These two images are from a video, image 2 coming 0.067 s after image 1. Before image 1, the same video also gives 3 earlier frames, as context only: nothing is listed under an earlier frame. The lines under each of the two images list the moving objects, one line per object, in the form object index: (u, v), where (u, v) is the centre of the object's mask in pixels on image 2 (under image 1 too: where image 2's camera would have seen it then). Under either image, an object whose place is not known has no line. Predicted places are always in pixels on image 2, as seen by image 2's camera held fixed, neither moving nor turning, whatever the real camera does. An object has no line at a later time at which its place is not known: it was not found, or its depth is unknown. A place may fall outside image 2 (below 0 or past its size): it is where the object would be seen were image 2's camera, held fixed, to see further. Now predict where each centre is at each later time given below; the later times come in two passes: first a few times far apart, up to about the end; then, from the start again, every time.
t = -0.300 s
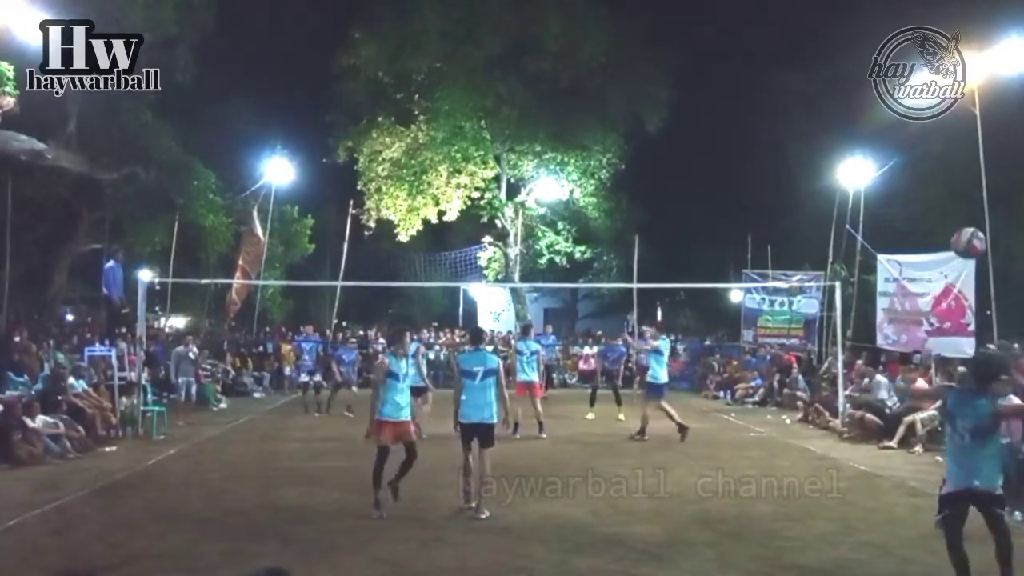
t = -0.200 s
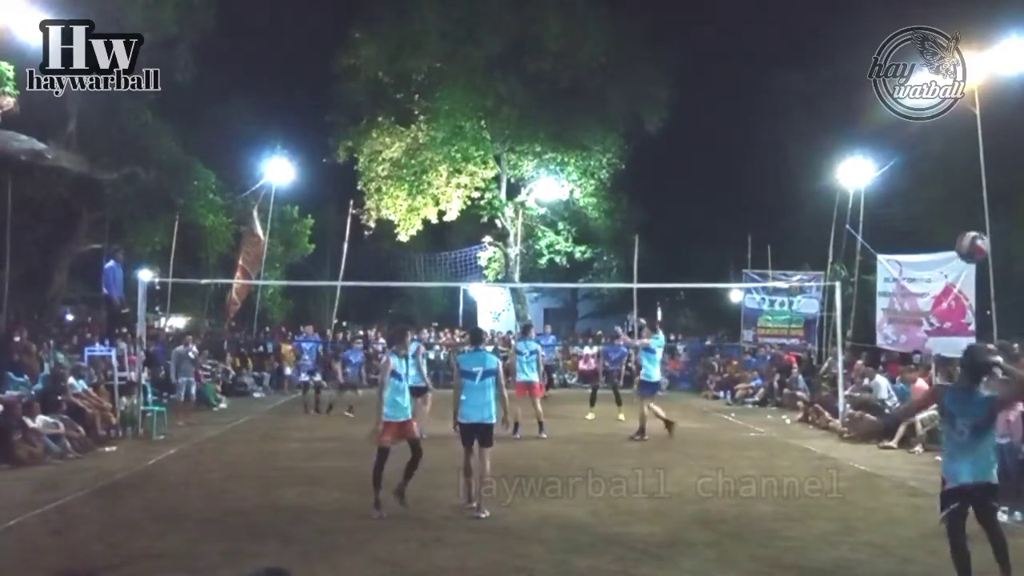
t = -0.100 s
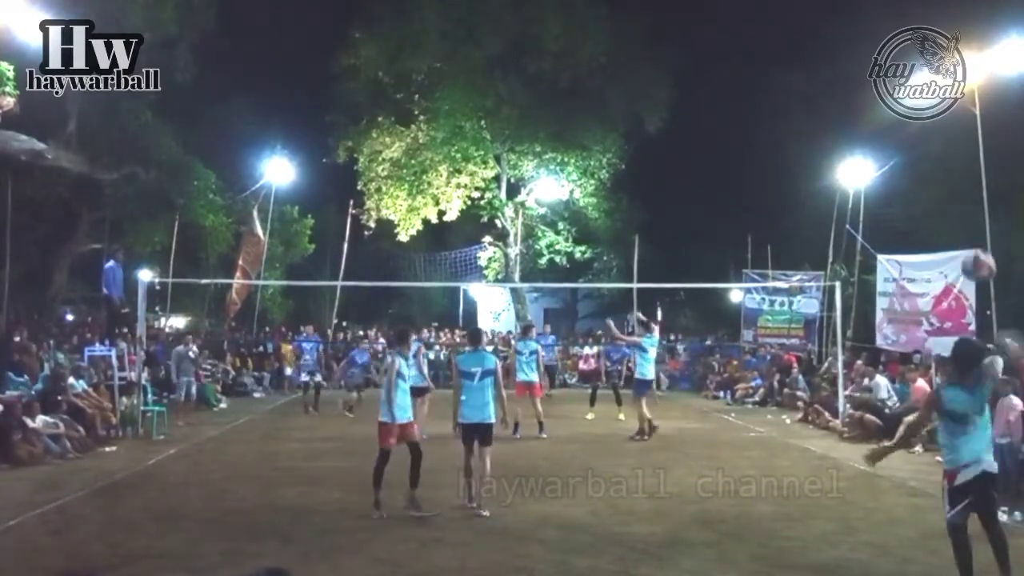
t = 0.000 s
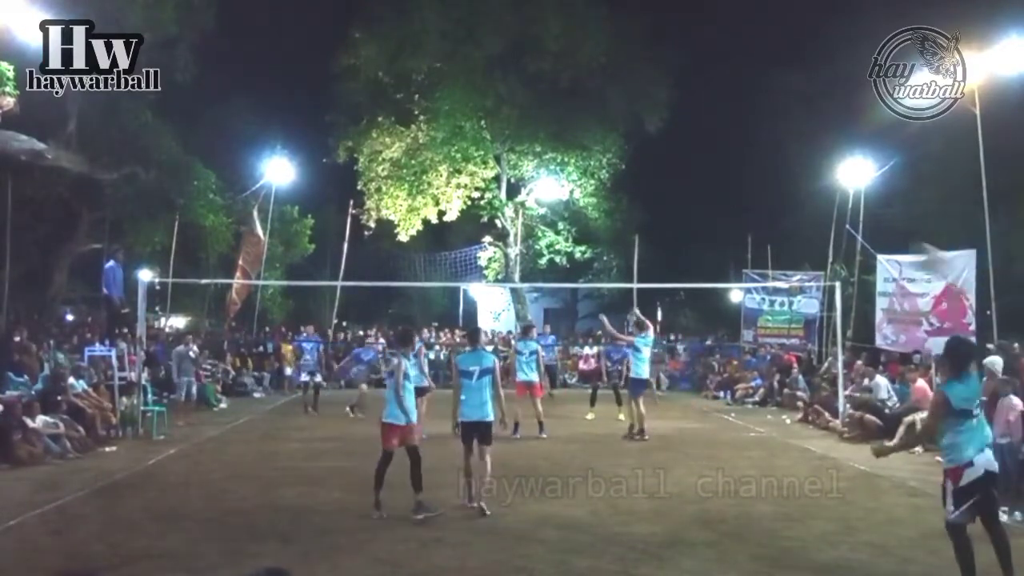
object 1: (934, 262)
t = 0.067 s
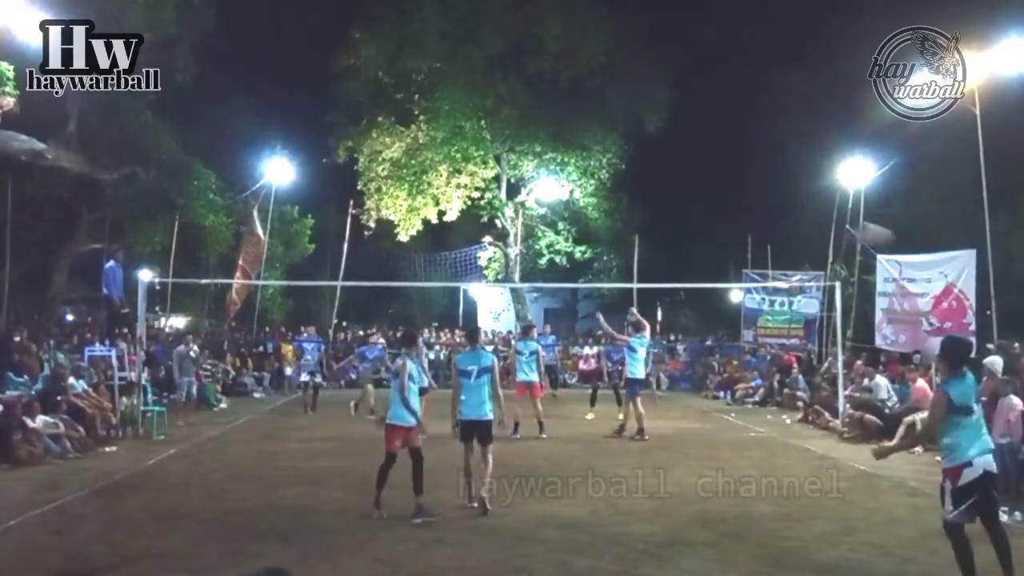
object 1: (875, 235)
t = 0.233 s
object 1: (762, 210)
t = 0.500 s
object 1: (660, 226)
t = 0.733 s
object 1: (602, 268)
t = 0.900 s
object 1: (572, 308)
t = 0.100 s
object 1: (845, 225)
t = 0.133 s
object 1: (821, 220)
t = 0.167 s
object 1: (800, 216)
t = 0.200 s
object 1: (781, 212)
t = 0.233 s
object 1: (762, 210)
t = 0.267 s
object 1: (746, 209)
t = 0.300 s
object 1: (732, 209)
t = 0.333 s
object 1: (718, 210)
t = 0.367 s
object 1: (705, 212)
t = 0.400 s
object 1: (692, 215)
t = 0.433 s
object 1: (681, 218)
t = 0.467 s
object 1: (670, 222)
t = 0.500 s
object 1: (660, 226)
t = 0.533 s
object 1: (651, 231)
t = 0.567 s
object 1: (641, 236)
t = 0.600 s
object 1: (633, 242)
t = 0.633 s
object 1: (625, 248)
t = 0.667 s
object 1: (617, 254)
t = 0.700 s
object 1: (609, 261)
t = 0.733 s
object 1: (602, 268)
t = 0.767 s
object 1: (595, 275)
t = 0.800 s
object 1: (589, 280)
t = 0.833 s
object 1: (583, 292)
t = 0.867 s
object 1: (577, 300)
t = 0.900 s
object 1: (572, 308)
